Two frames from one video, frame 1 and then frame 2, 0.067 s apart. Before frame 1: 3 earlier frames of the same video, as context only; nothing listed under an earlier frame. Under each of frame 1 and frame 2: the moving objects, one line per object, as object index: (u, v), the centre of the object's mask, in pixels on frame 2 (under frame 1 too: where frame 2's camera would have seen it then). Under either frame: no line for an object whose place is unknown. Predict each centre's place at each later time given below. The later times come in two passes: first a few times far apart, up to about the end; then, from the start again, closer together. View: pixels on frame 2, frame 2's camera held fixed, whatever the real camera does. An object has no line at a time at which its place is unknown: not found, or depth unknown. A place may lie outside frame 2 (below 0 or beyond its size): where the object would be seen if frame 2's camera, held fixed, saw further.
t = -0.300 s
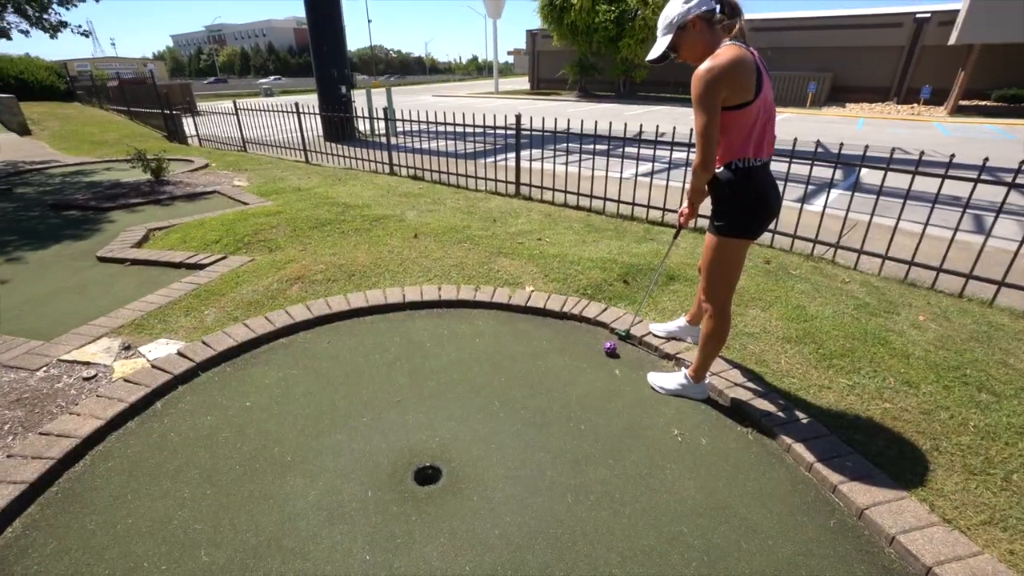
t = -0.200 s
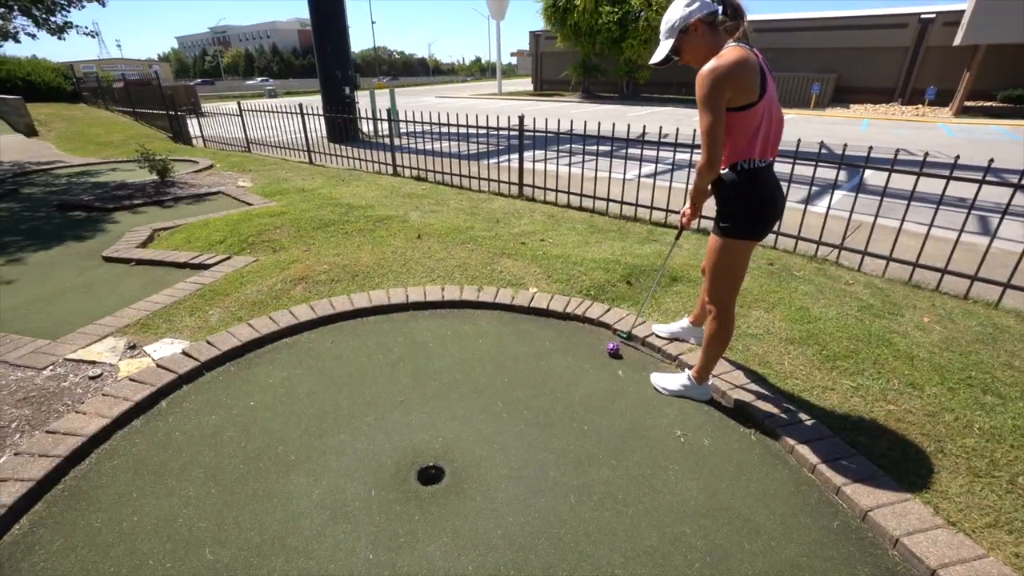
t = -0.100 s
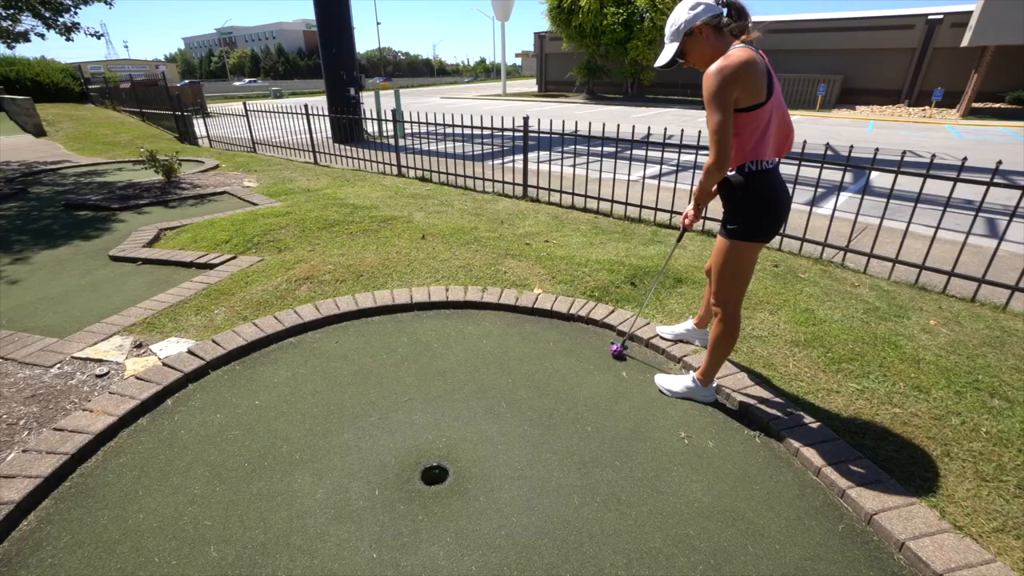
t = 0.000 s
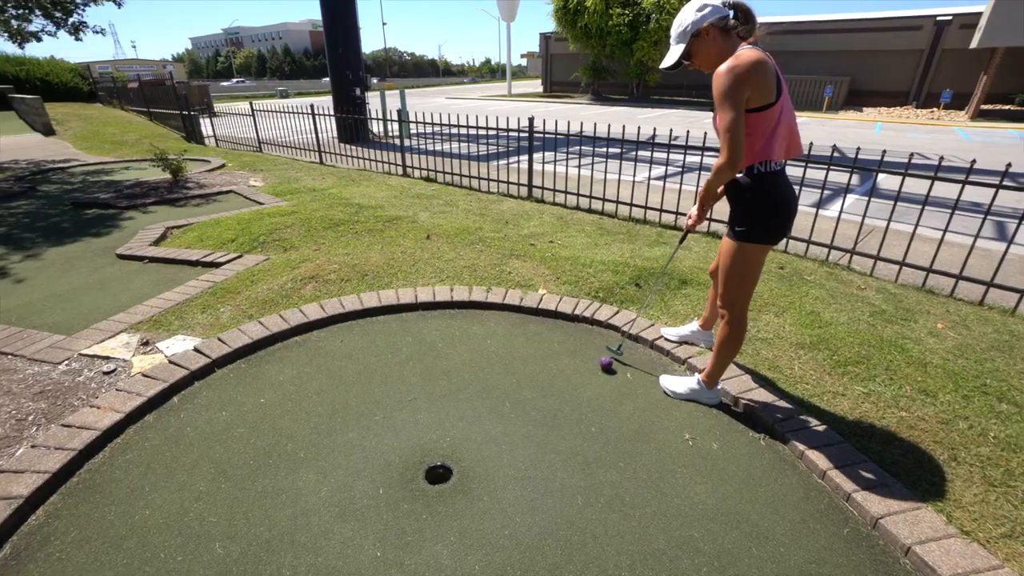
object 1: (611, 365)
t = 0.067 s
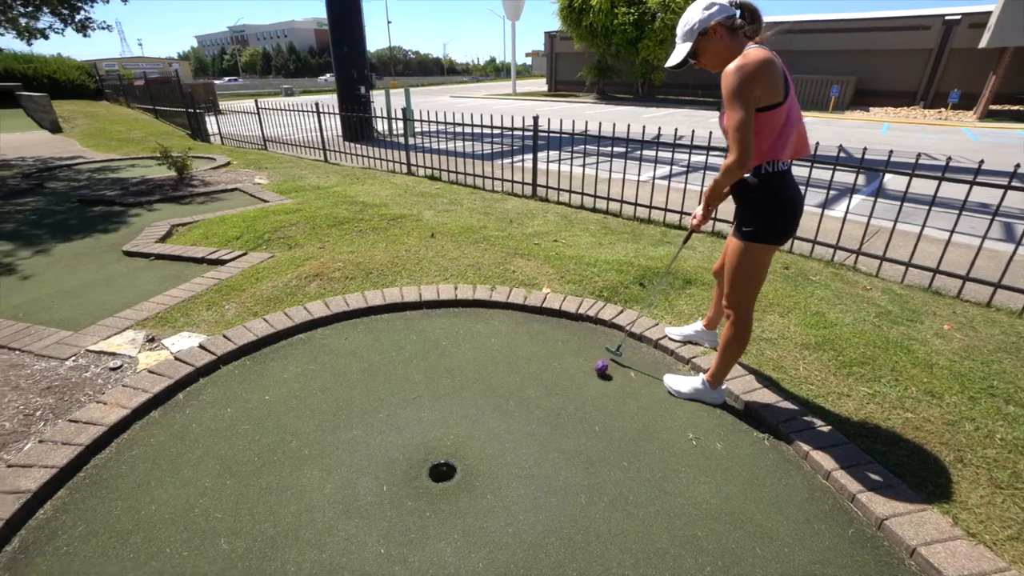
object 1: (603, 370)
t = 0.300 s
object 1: (568, 387)
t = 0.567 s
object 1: (535, 400)
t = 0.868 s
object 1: (512, 416)
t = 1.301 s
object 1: (486, 435)
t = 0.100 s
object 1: (597, 368)
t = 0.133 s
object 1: (593, 371)
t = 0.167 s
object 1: (589, 377)
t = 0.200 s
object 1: (585, 381)
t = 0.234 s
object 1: (579, 384)
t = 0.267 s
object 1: (574, 387)
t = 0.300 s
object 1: (568, 387)
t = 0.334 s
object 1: (563, 390)
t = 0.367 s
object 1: (559, 392)
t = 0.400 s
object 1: (553, 391)
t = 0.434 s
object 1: (549, 393)
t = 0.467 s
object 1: (544, 398)
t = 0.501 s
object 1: (540, 400)
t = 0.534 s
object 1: (538, 398)
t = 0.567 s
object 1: (535, 400)
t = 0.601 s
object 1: (532, 403)
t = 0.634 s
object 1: (529, 407)
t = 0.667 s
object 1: (526, 407)
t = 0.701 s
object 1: (524, 406)
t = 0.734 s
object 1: (522, 407)
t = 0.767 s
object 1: (520, 411)
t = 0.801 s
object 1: (517, 415)
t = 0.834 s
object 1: (515, 414)
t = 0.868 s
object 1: (512, 416)
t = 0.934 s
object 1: (507, 422)
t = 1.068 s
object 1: (500, 427)
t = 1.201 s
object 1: (493, 432)
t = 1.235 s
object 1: (490, 434)
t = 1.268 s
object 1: (488, 434)
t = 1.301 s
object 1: (486, 435)
